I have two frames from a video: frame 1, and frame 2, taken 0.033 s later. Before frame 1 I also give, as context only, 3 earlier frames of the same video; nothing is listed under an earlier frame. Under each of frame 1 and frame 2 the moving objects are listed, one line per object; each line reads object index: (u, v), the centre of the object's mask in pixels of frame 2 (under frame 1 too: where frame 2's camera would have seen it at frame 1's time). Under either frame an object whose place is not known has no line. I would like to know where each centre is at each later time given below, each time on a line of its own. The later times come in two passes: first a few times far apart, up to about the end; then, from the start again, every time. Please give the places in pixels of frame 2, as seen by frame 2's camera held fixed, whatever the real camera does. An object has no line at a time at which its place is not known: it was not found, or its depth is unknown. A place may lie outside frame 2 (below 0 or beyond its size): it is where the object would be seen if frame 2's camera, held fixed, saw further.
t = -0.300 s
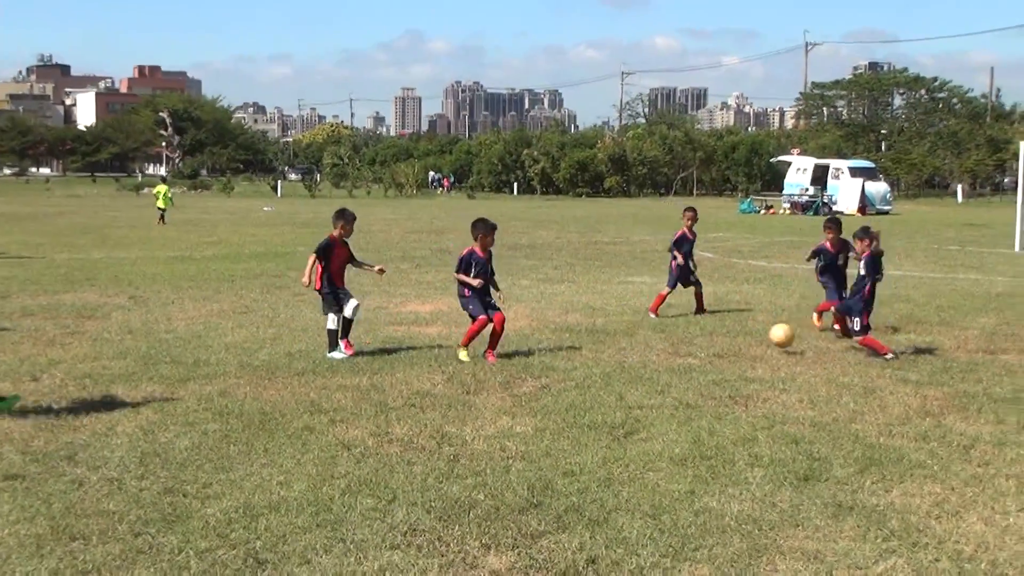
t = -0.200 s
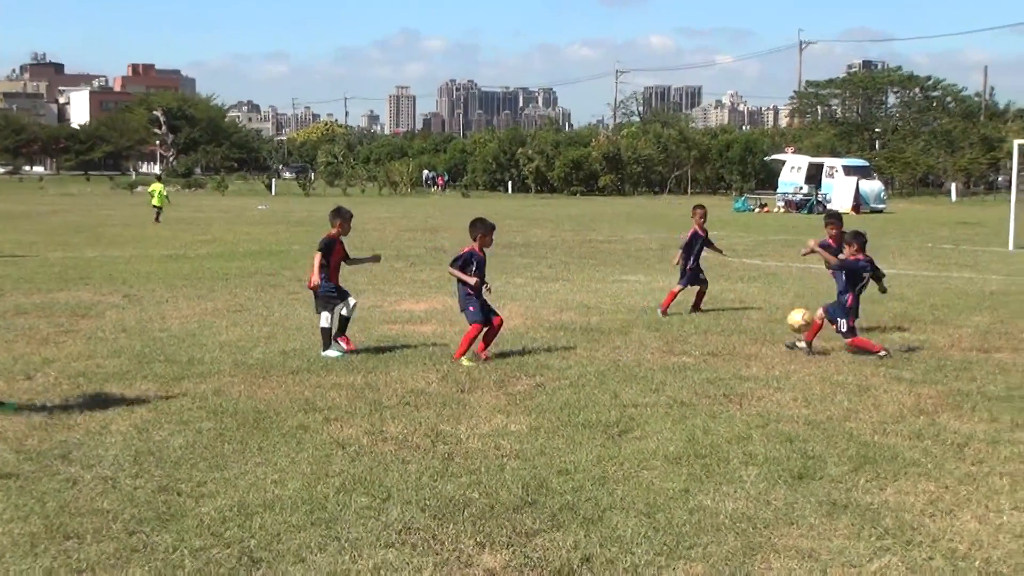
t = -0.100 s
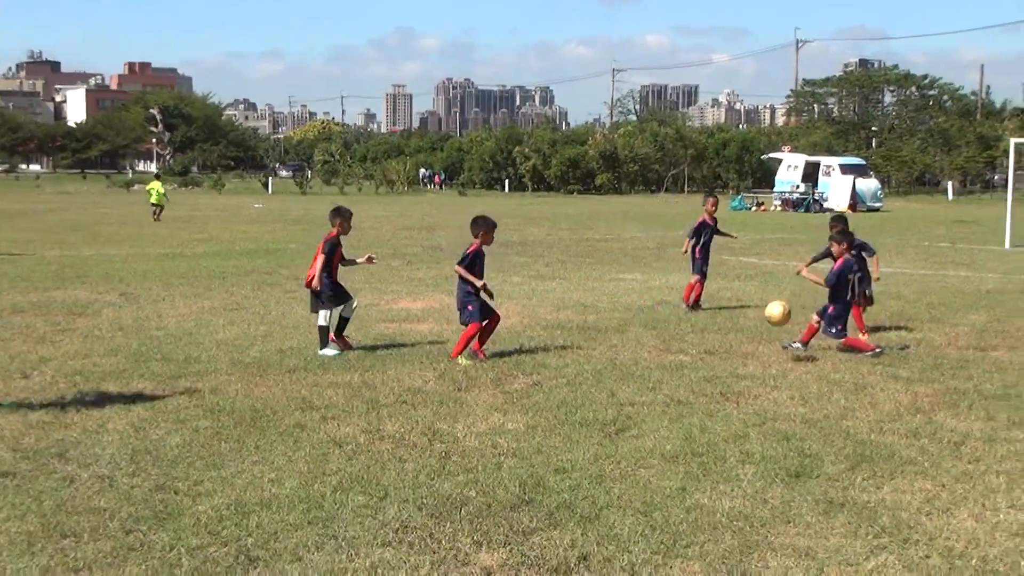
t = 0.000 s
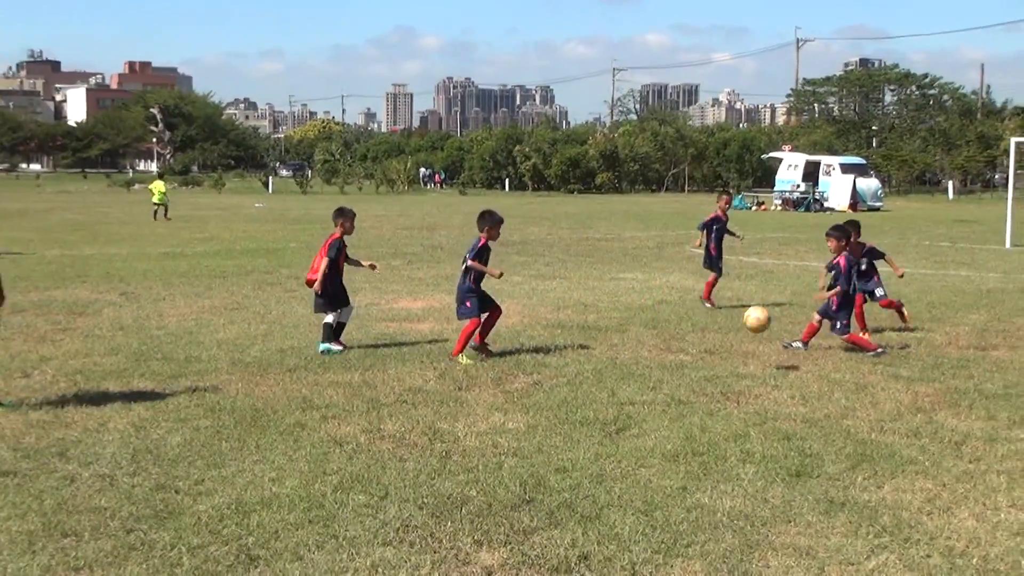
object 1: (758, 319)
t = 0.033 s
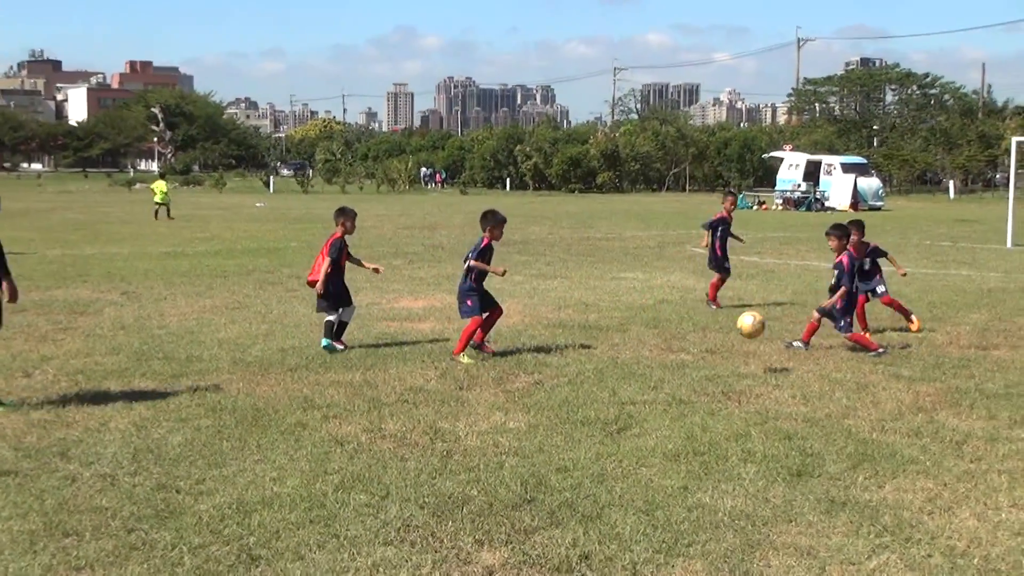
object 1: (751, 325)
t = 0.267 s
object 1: (706, 364)
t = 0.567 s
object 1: (695, 352)
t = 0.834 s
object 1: (683, 390)
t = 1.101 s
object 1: (664, 427)
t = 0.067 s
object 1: (743, 332)
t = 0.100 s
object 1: (734, 341)
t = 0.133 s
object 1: (726, 352)
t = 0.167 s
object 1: (719, 364)
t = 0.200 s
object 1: (710, 379)
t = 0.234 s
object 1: (707, 374)
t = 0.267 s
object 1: (706, 364)
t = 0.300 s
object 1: (705, 356)
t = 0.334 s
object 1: (704, 350)
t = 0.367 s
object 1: (703, 346)
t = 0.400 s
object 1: (702, 342)
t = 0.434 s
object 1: (701, 341)
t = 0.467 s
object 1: (700, 342)
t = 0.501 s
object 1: (698, 343)
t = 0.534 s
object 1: (697, 347)
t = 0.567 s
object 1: (695, 352)
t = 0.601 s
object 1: (695, 359)
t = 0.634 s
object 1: (693, 368)
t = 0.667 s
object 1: (692, 380)
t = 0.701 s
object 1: (690, 394)
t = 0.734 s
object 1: (689, 405)
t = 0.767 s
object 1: (687, 400)
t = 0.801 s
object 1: (685, 394)
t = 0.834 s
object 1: (683, 390)
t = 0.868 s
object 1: (680, 388)
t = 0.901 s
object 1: (678, 388)
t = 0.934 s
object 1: (676, 389)
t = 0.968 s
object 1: (674, 393)
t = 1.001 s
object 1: (671, 399)
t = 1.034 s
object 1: (668, 406)
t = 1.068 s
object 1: (666, 416)
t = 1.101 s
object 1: (664, 427)
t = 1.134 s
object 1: (663, 429)
